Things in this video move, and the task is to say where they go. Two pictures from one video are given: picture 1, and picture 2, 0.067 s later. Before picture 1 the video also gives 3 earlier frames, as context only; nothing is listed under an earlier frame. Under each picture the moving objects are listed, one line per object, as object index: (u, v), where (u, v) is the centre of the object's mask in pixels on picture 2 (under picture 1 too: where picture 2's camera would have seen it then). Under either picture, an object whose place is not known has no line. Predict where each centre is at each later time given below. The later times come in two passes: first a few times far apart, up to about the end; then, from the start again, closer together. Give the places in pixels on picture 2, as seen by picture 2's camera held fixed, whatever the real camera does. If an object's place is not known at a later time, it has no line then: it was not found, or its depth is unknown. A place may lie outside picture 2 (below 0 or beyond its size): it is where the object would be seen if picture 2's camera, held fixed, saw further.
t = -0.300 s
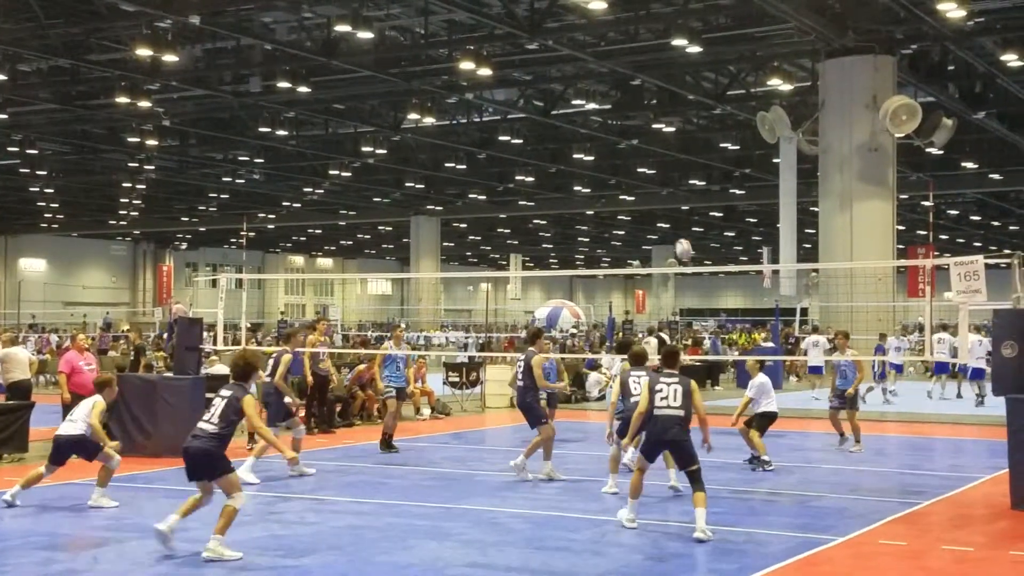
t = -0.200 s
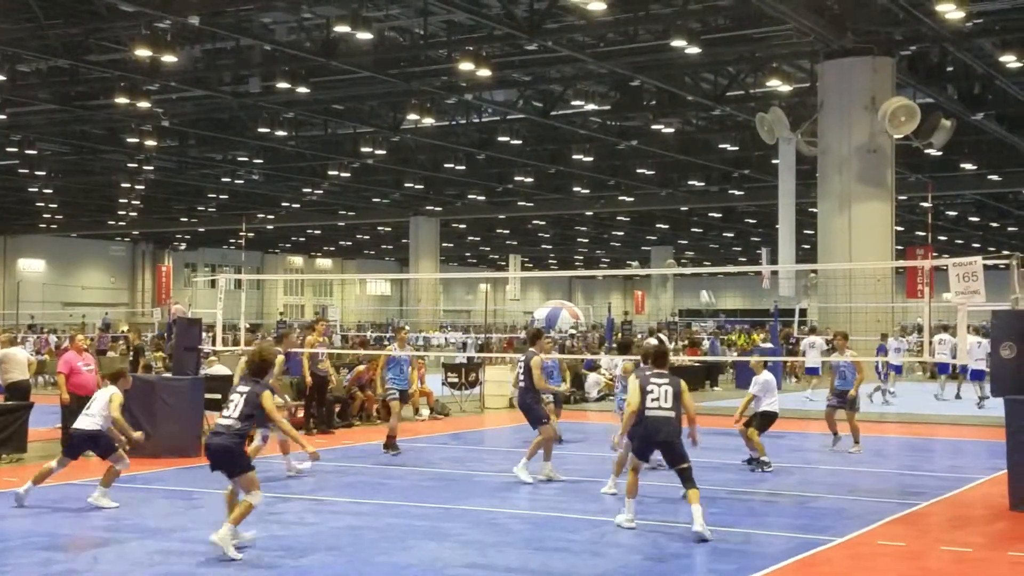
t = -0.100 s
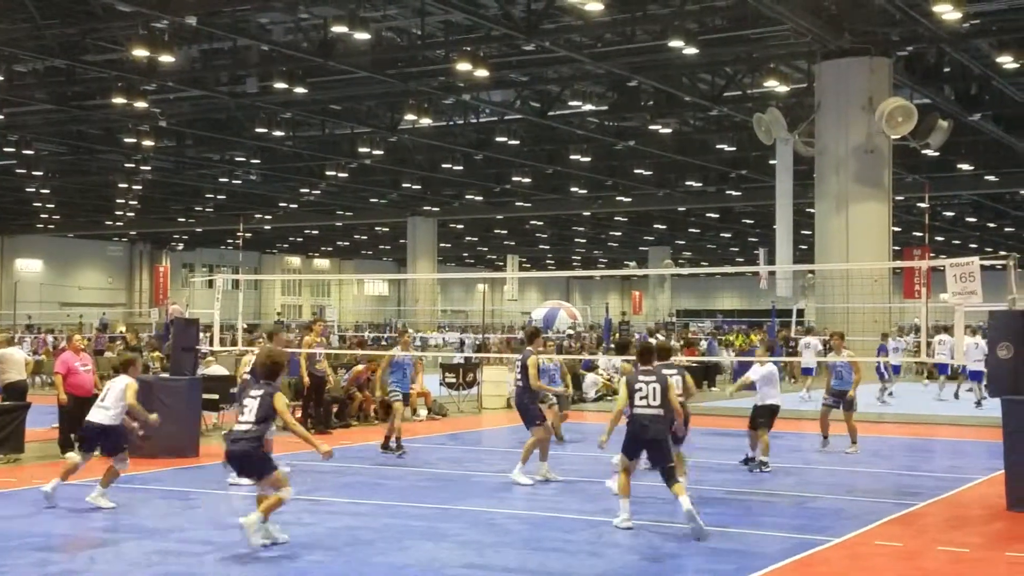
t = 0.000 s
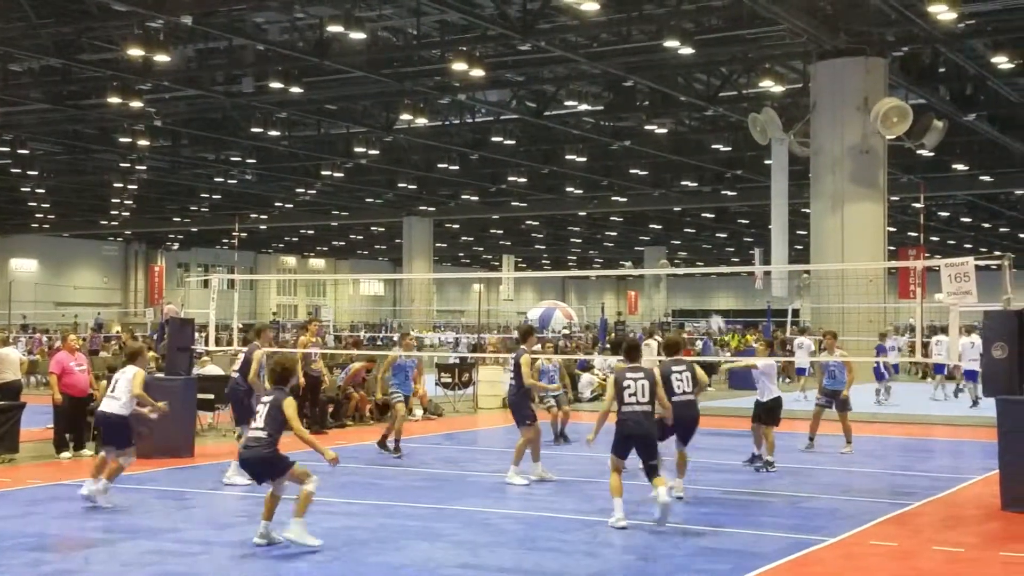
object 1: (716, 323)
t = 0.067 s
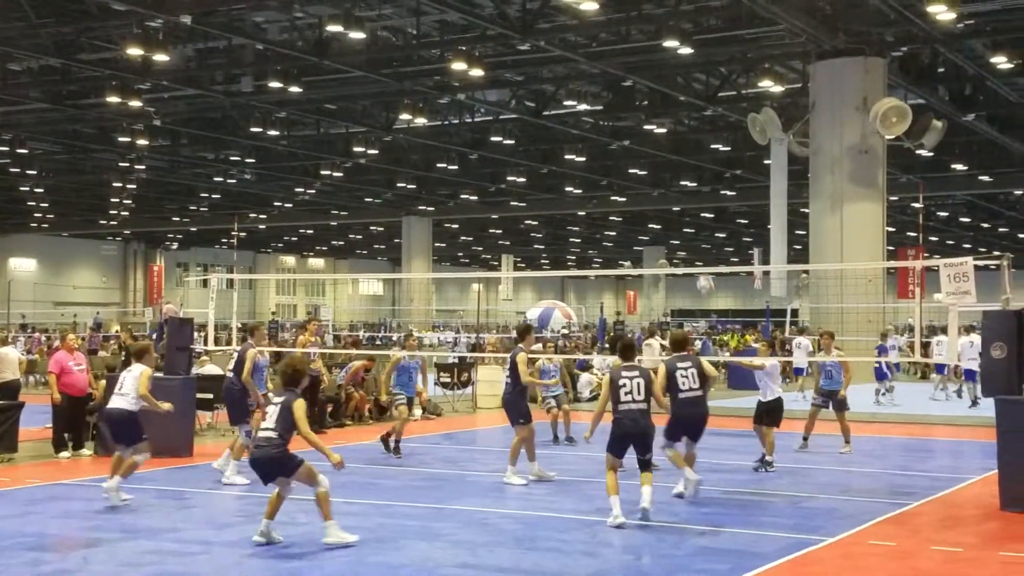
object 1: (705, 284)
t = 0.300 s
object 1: (666, 168)
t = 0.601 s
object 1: (609, 72)
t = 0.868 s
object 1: (552, 49)
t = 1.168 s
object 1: (481, 106)
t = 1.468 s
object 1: (402, 262)
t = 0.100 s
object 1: (700, 262)
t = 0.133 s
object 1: (694, 248)
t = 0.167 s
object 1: (689, 230)
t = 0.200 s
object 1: (683, 214)
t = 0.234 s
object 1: (677, 197)
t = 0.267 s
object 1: (671, 182)
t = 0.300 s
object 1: (666, 168)
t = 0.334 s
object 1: (660, 153)
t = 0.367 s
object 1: (654, 141)
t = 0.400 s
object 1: (646, 128)
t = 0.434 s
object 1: (641, 116)
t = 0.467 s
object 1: (635, 106)
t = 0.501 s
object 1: (628, 95)
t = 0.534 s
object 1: (621, 87)
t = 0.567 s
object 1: (615, 79)
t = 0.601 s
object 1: (609, 72)
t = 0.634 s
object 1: (601, 65)
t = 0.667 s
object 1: (595, 60)
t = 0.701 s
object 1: (588, 56)
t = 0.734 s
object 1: (581, 52)
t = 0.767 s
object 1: (574, 50)
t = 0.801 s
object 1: (566, 49)
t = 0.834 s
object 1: (559, 49)
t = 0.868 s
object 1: (552, 49)
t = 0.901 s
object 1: (544, 51)
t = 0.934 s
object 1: (537, 53)
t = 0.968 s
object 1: (529, 57)
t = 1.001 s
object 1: (521, 63)
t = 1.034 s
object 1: (514, 69)
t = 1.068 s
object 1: (506, 77)
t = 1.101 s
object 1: (498, 85)
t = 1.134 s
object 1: (490, 95)
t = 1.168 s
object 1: (481, 106)
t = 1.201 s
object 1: (473, 118)
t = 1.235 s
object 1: (465, 132)
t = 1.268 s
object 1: (456, 147)
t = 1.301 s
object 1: (448, 163)
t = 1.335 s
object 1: (439, 181)
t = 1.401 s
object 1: (422, 218)
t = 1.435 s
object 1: (411, 240)
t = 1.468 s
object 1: (402, 262)
